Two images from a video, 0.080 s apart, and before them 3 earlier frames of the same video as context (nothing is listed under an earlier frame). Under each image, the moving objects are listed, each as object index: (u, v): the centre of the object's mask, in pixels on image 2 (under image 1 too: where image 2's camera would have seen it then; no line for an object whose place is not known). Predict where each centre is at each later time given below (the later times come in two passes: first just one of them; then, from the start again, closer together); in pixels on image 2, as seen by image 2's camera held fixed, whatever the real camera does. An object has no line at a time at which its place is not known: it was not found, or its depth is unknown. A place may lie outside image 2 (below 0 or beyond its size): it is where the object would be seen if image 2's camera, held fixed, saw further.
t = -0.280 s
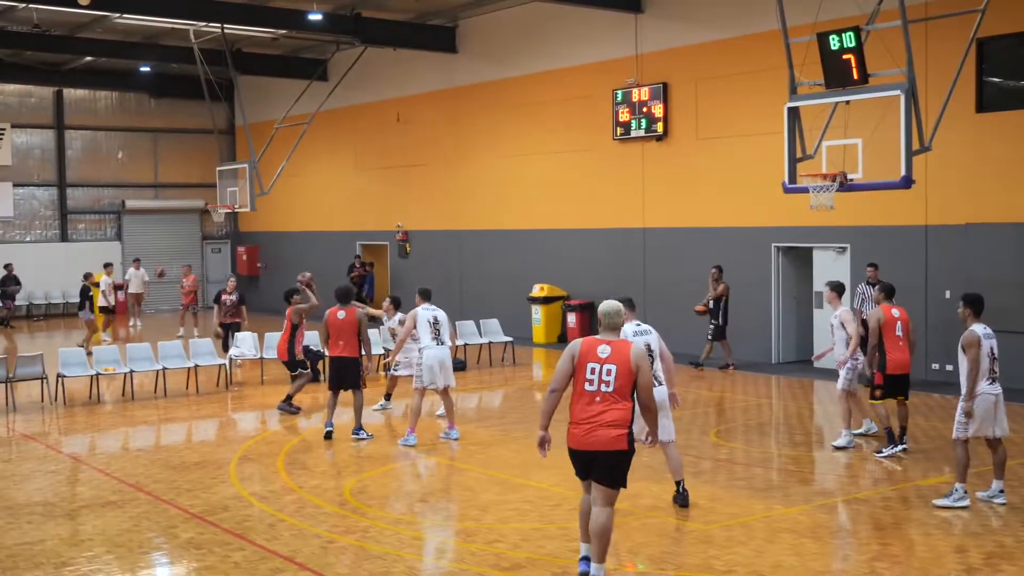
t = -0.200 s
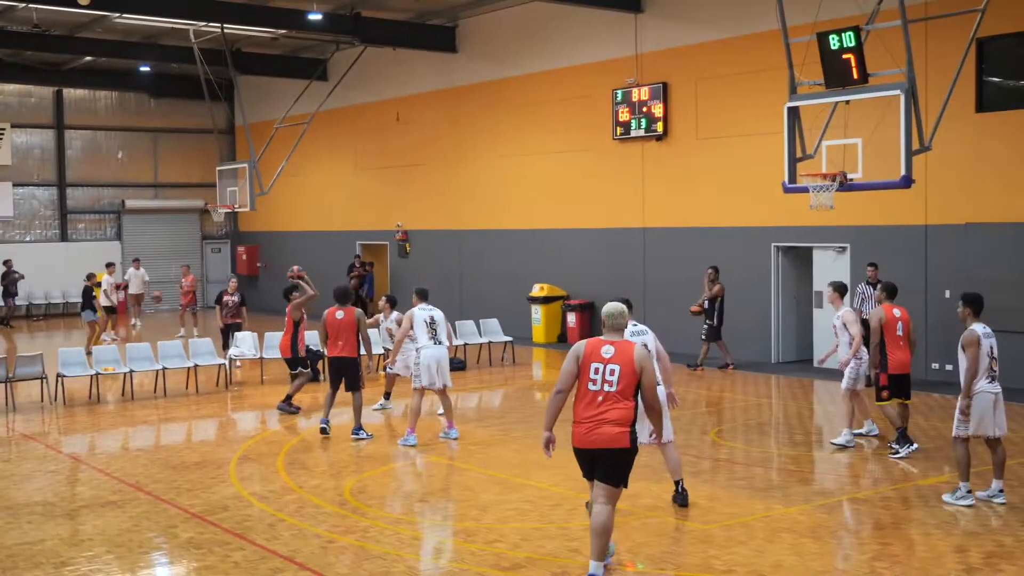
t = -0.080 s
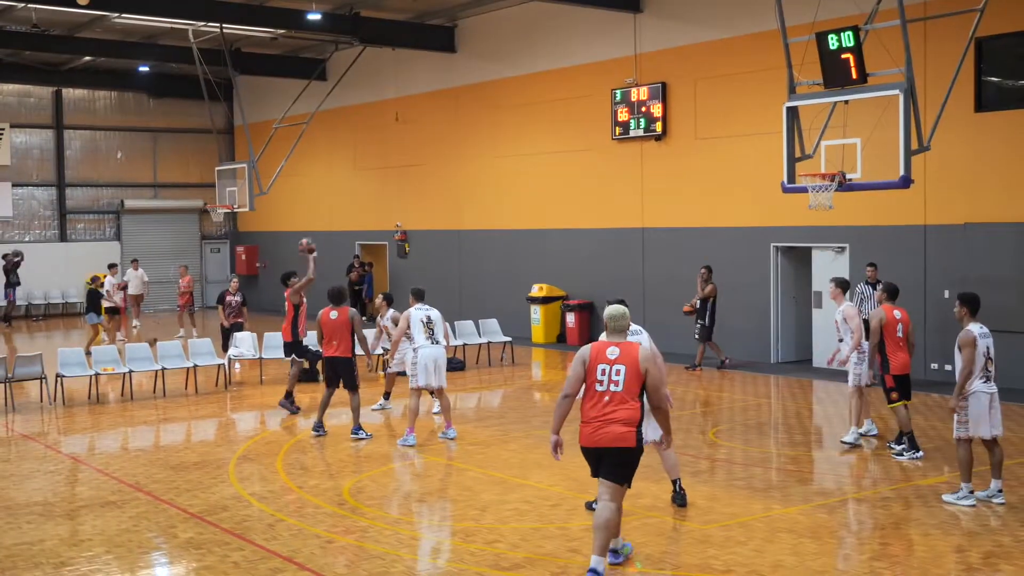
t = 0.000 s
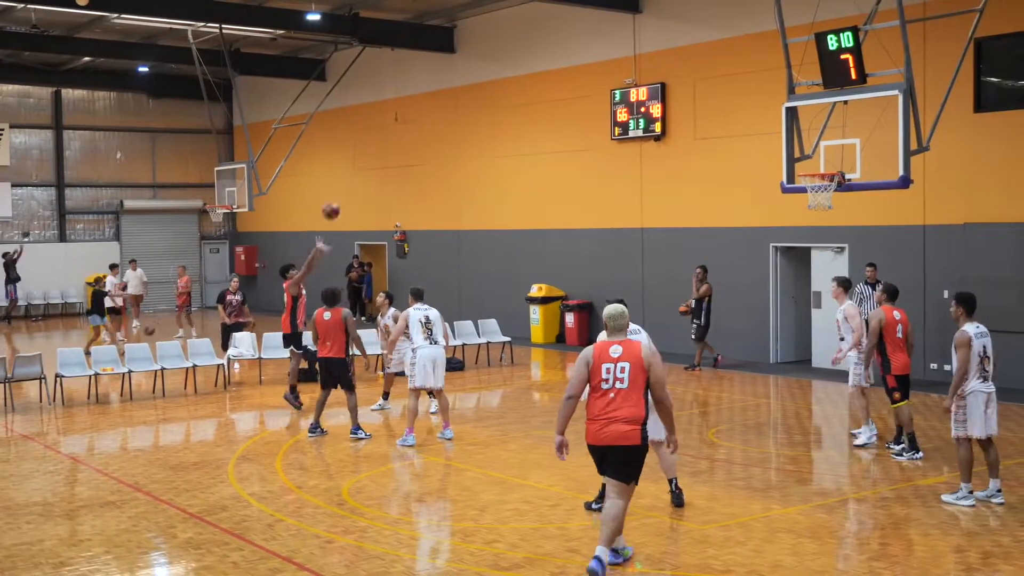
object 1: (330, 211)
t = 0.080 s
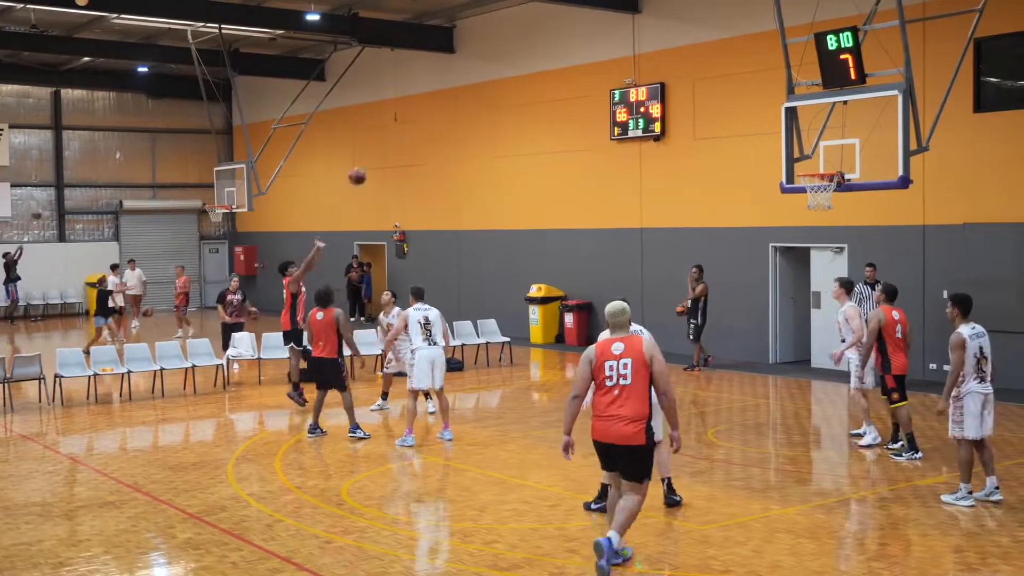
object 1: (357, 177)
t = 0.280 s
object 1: (429, 107)
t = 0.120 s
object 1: (371, 161)
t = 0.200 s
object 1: (399, 132)
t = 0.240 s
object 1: (413, 119)
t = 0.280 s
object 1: (429, 107)
